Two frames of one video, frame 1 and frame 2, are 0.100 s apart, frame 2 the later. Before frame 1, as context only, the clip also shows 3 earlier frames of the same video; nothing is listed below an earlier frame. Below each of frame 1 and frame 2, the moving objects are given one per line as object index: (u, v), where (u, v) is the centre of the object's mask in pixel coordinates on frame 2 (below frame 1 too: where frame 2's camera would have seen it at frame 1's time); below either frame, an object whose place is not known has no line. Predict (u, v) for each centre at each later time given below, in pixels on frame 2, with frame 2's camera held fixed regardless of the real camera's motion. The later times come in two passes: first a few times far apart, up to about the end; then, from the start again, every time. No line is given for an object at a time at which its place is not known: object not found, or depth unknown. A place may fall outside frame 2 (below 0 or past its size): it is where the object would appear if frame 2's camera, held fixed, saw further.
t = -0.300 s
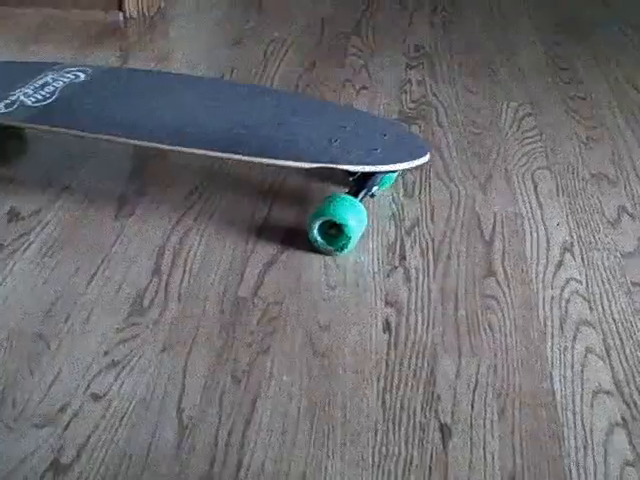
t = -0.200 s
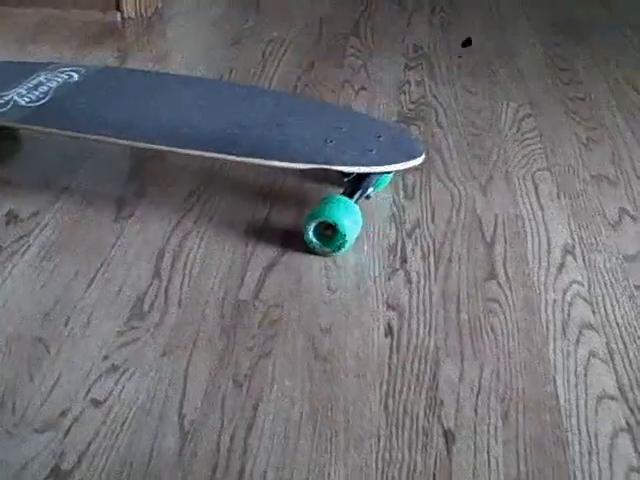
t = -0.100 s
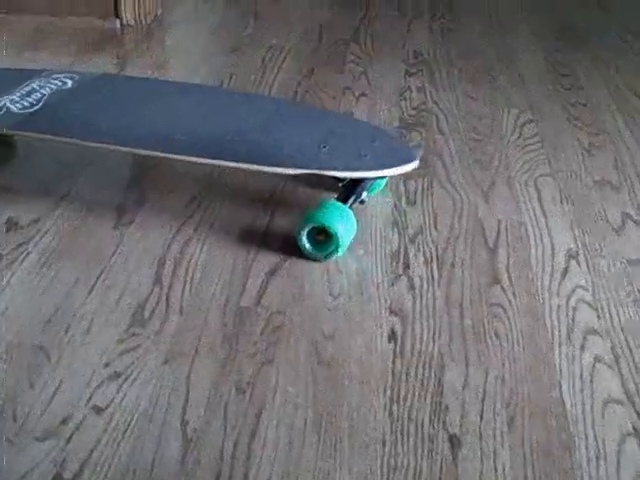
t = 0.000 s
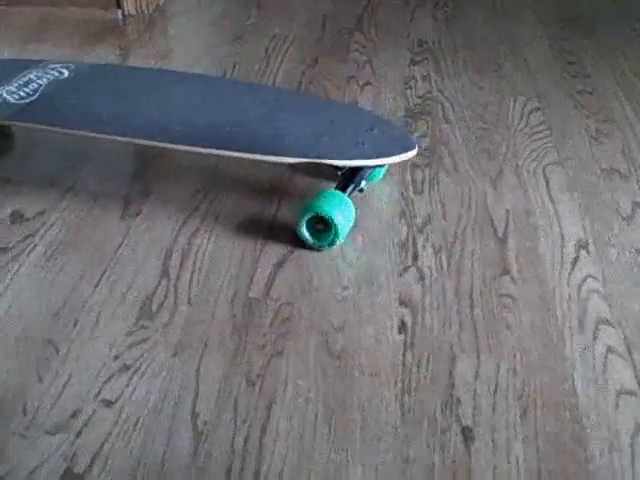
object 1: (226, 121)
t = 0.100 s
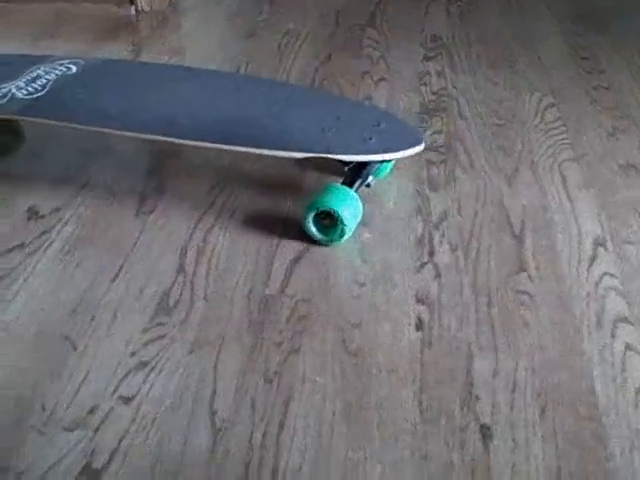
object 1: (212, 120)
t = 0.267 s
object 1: (192, 118)
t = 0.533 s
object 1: (174, 115)
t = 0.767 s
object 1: (158, 113)
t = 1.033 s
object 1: (136, 110)
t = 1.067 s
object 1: (133, 111)
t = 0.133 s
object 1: (208, 119)
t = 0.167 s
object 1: (203, 119)
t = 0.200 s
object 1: (199, 119)
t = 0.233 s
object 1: (195, 118)
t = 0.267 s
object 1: (192, 118)
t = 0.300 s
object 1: (190, 117)
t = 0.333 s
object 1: (188, 117)
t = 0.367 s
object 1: (185, 117)
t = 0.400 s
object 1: (183, 116)
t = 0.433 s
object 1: (180, 116)
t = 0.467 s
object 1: (178, 116)
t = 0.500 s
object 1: (176, 116)
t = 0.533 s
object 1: (174, 115)
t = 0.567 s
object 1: (171, 115)
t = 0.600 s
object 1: (170, 115)
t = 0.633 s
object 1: (167, 114)
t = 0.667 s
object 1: (165, 114)
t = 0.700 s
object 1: (163, 114)
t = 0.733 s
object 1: (161, 113)
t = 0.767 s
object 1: (158, 113)
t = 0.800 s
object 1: (156, 113)
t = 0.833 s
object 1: (154, 112)
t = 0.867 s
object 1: (151, 112)
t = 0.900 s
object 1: (148, 112)
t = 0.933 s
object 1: (145, 111)
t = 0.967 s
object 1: (142, 111)
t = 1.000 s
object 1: (139, 111)
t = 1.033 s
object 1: (136, 110)
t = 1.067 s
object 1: (133, 111)
